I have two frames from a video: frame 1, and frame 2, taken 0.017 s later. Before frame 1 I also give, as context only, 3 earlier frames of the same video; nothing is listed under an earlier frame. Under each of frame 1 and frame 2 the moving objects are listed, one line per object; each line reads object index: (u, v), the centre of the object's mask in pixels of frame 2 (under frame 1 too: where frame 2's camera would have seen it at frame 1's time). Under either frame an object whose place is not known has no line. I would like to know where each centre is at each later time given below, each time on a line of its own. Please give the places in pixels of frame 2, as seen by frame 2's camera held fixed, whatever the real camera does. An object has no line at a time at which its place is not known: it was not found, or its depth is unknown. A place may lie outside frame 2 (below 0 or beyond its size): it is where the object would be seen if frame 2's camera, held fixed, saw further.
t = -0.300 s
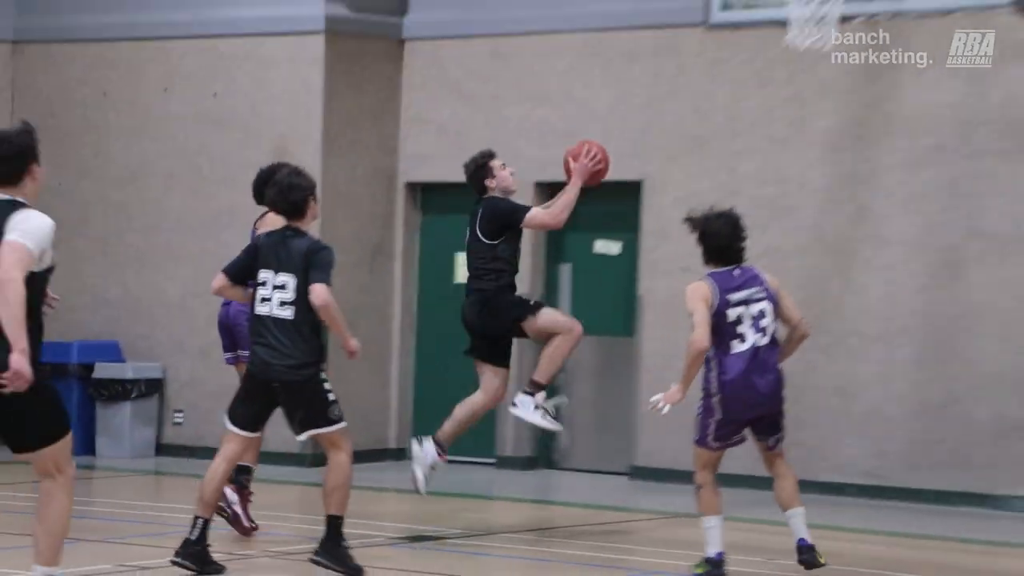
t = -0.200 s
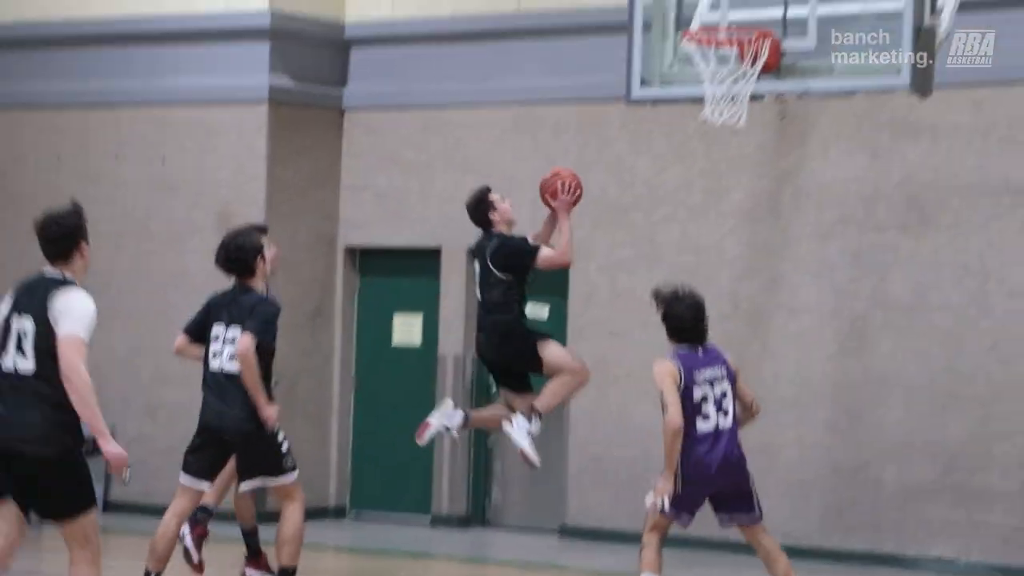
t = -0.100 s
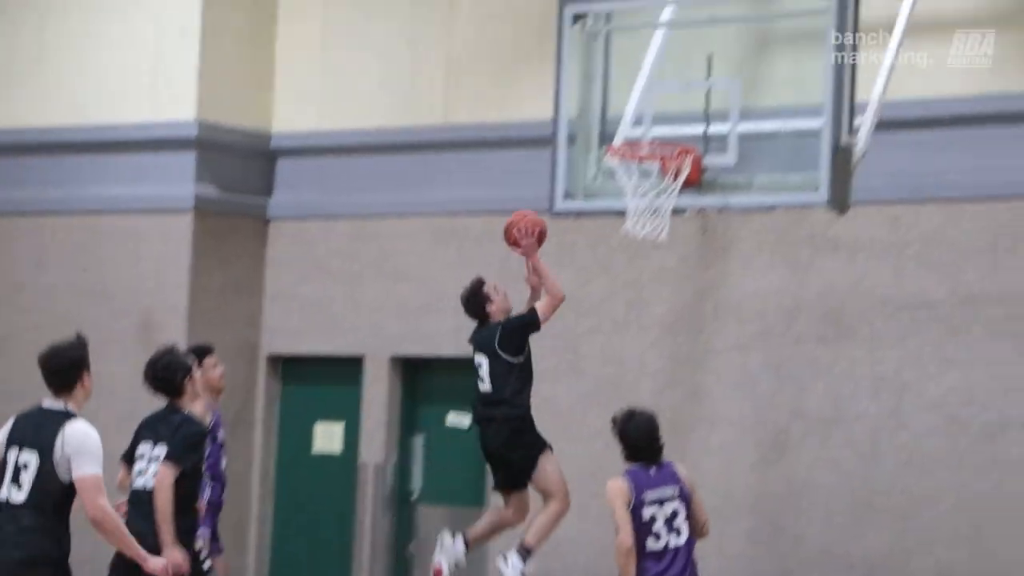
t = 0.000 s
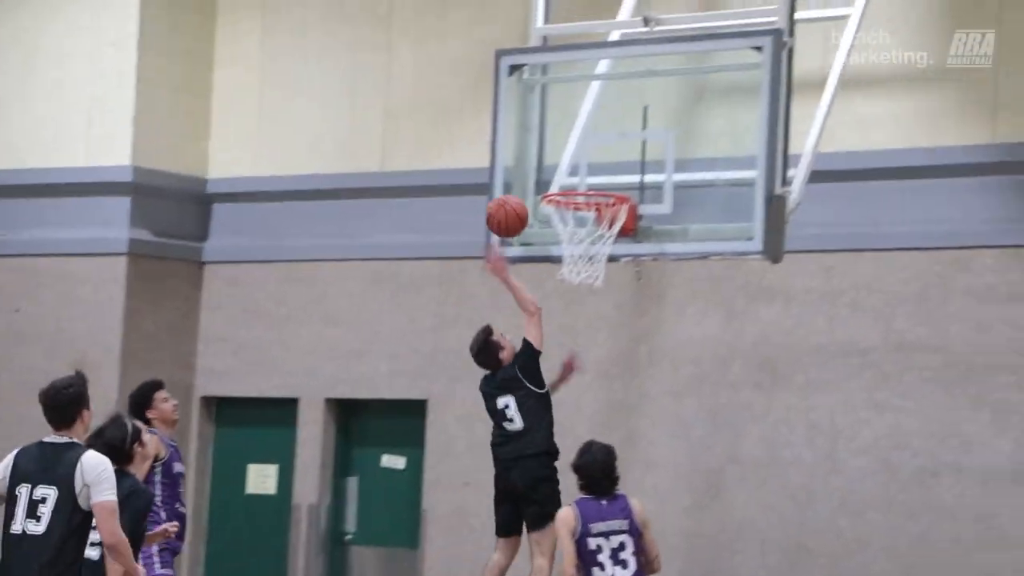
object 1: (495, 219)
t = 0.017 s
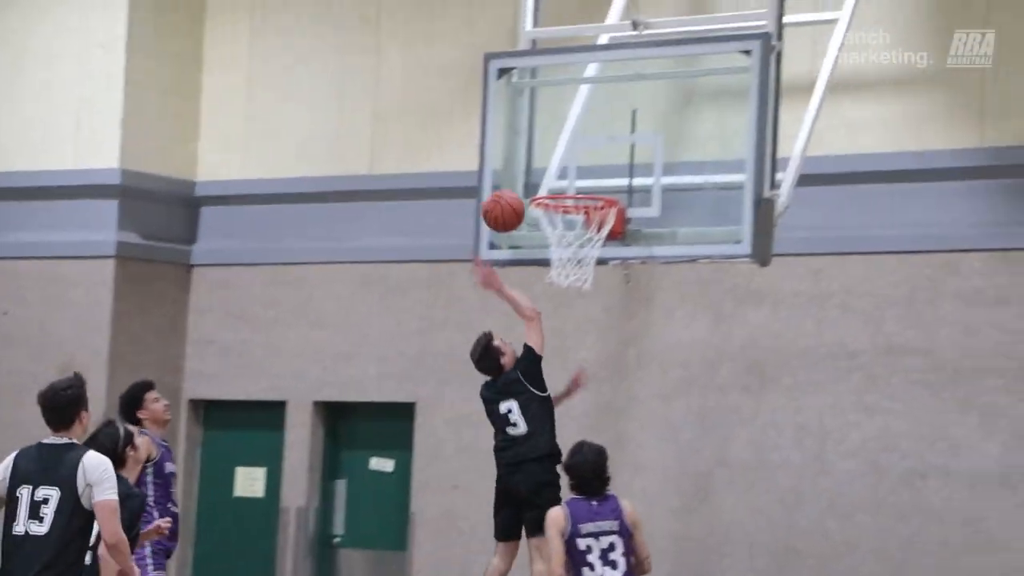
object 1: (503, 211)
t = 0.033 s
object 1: (511, 203)
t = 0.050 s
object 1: (517, 195)
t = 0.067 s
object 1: (526, 187)
